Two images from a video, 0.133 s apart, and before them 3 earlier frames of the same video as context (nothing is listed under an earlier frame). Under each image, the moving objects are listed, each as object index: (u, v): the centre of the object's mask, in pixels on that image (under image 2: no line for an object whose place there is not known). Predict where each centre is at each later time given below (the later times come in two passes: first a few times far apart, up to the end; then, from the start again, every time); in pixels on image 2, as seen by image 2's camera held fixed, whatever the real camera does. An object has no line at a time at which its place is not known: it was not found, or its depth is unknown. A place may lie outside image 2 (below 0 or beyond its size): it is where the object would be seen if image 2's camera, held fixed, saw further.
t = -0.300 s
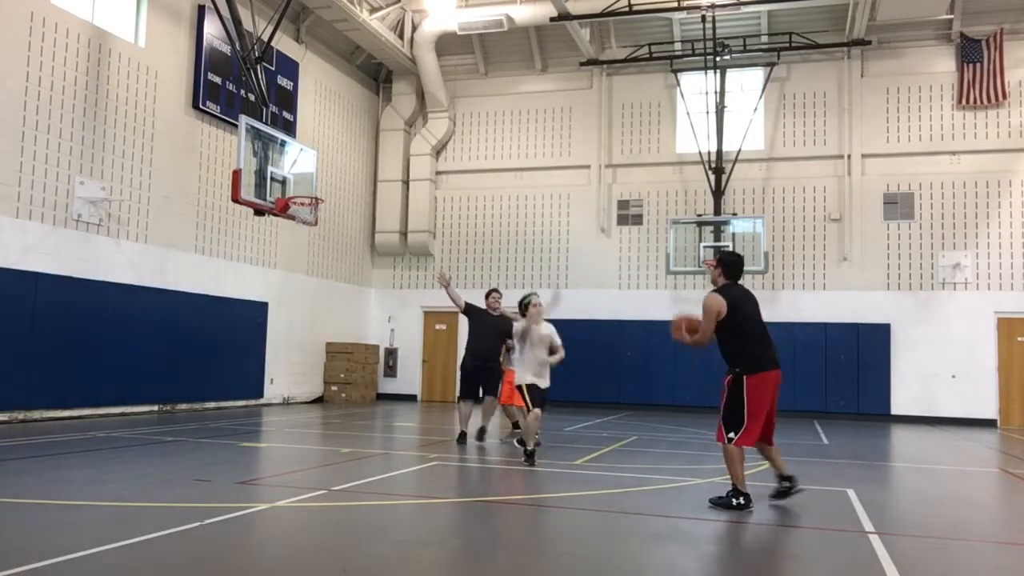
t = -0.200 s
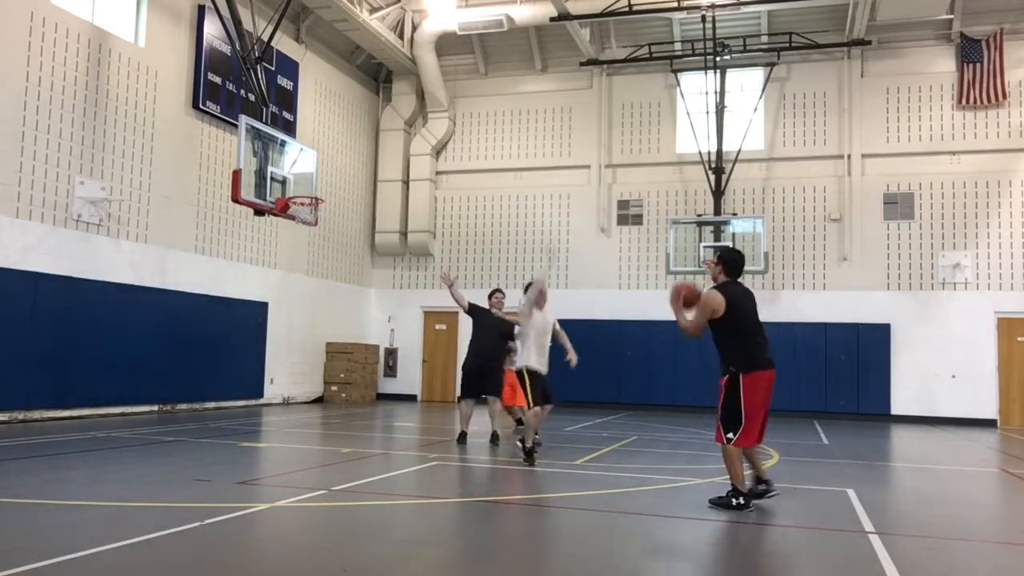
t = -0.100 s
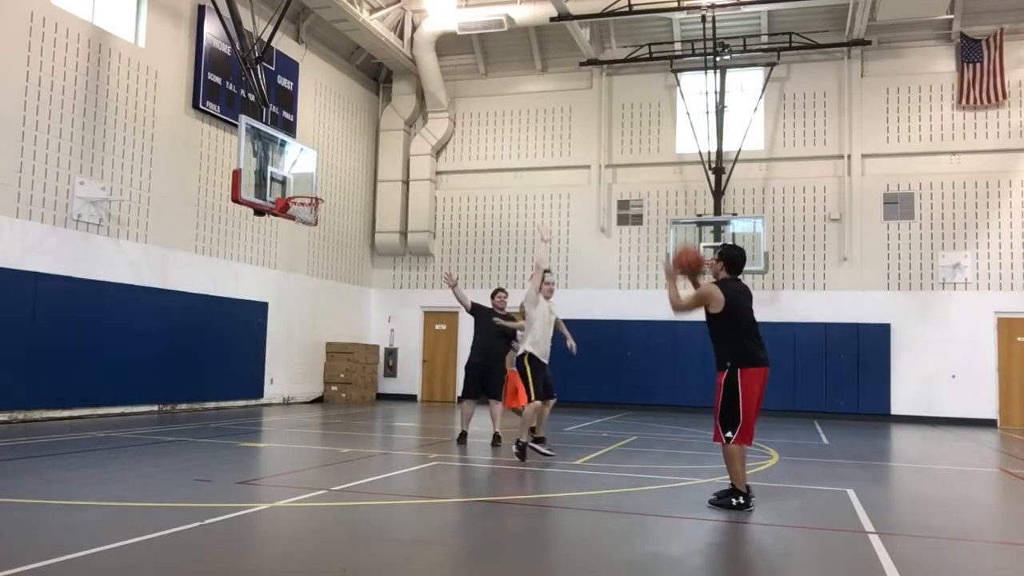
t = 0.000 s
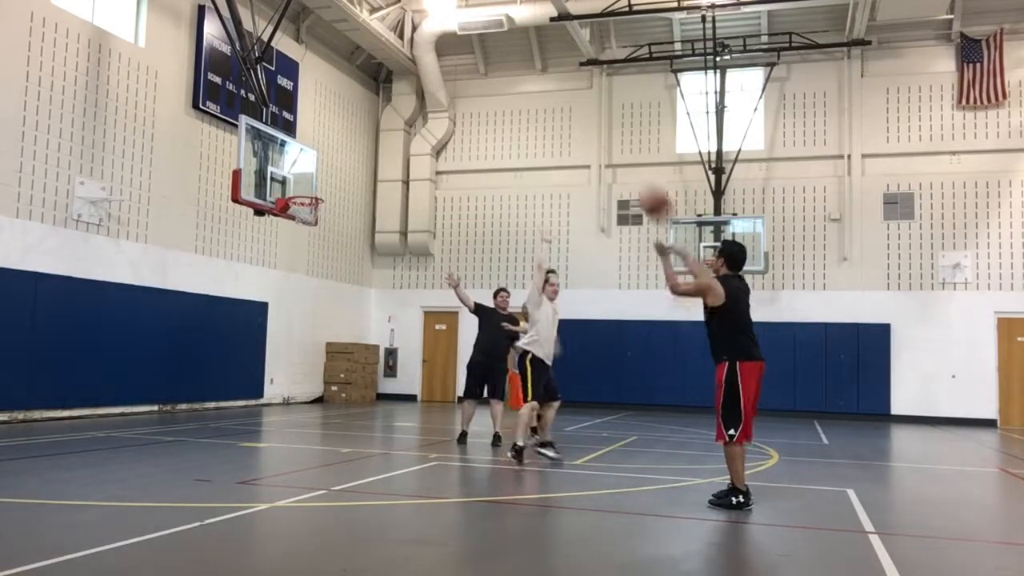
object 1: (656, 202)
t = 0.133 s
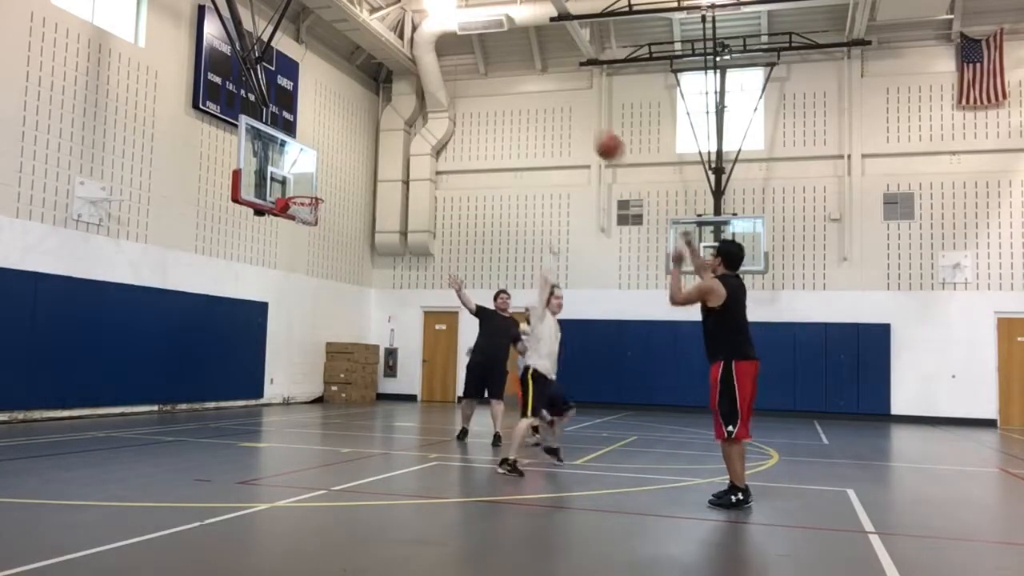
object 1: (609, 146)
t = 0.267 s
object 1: (569, 115)
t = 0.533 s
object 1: (501, 110)
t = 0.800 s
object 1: (447, 163)
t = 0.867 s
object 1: (434, 184)
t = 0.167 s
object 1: (599, 136)
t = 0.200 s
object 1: (588, 127)
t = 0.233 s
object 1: (578, 121)
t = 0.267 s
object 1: (569, 115)
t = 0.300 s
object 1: (559, 110)
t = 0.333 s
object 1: (550, 107)
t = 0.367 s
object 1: (542, 105)
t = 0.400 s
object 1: (534, 104)
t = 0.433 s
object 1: (525, 104)
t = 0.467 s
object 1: (517, 105)
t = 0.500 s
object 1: (509, 107)
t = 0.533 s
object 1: (501, 110)
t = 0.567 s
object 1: (494, 114)
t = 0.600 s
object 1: (487, 118)
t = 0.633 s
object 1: (480, 124)
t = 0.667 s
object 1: (473, 130)
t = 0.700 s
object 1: (466, 137)
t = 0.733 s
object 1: (460, 145)
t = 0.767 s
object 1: (453, 153)
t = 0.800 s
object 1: (447, 163)
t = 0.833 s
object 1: (440, 173)
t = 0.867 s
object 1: (434, 184)
